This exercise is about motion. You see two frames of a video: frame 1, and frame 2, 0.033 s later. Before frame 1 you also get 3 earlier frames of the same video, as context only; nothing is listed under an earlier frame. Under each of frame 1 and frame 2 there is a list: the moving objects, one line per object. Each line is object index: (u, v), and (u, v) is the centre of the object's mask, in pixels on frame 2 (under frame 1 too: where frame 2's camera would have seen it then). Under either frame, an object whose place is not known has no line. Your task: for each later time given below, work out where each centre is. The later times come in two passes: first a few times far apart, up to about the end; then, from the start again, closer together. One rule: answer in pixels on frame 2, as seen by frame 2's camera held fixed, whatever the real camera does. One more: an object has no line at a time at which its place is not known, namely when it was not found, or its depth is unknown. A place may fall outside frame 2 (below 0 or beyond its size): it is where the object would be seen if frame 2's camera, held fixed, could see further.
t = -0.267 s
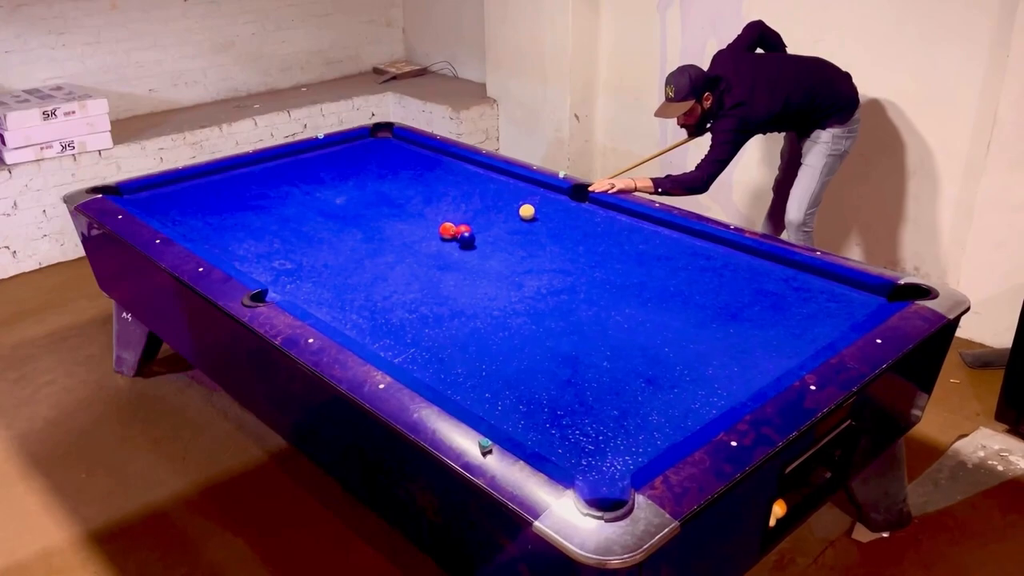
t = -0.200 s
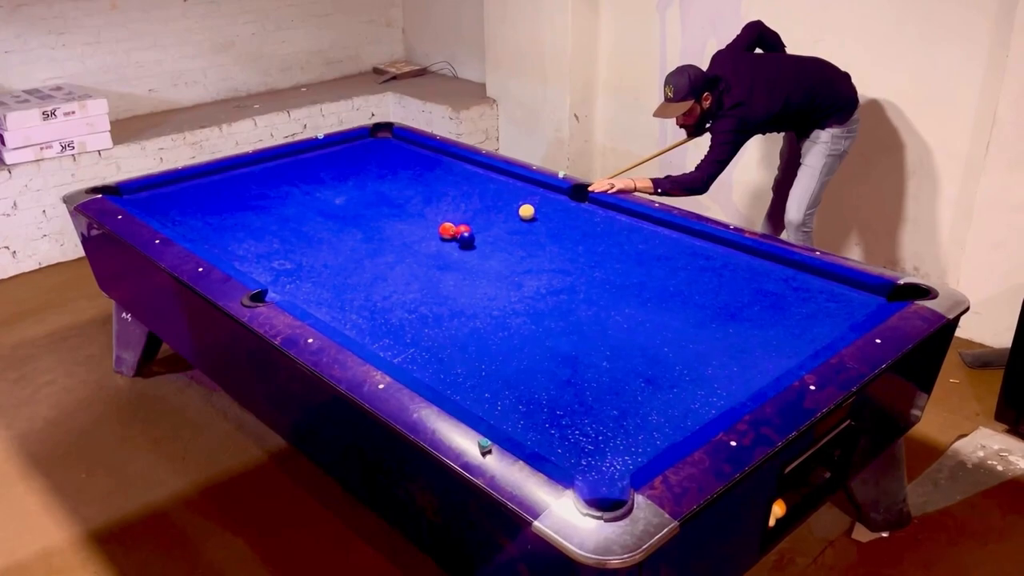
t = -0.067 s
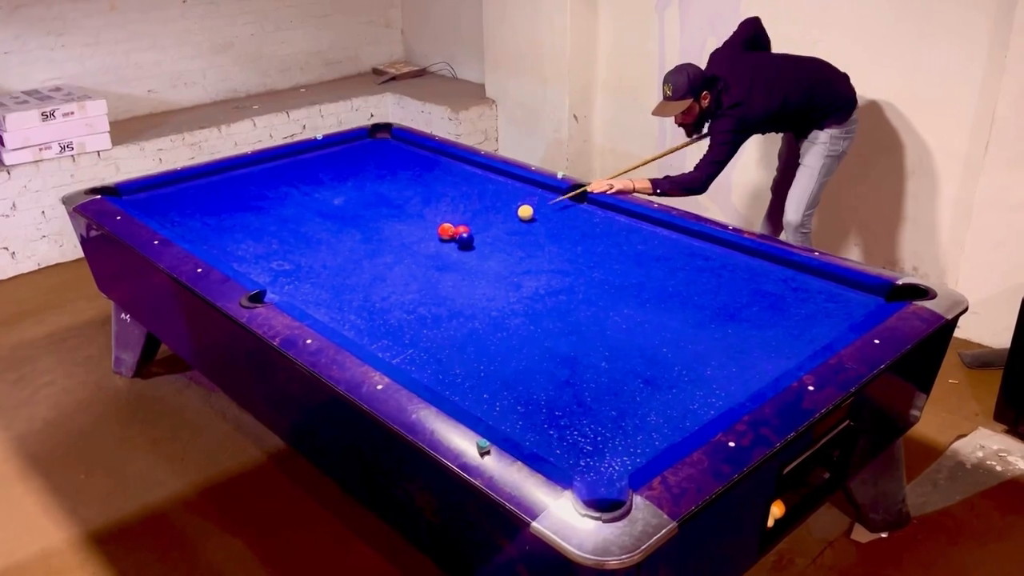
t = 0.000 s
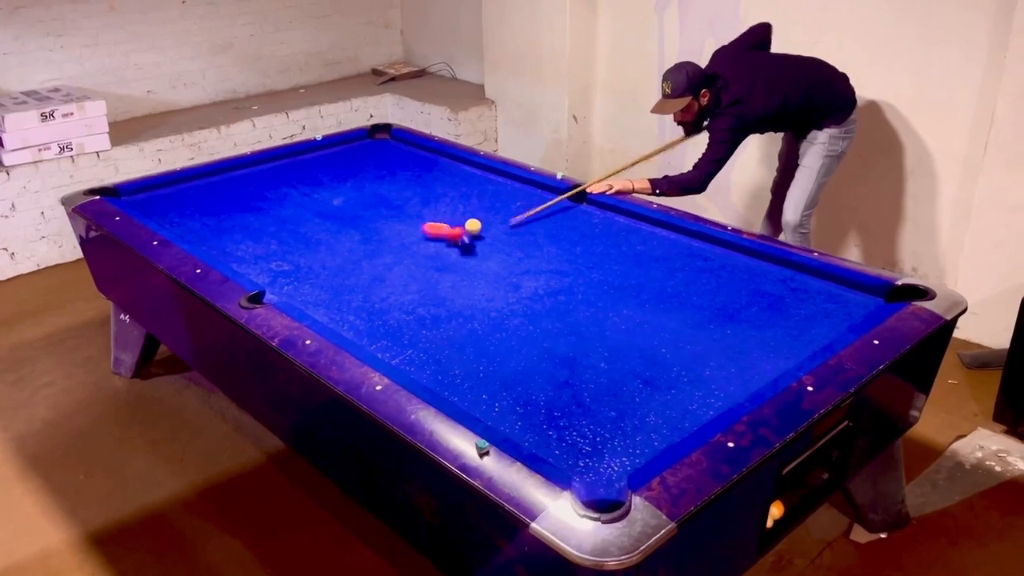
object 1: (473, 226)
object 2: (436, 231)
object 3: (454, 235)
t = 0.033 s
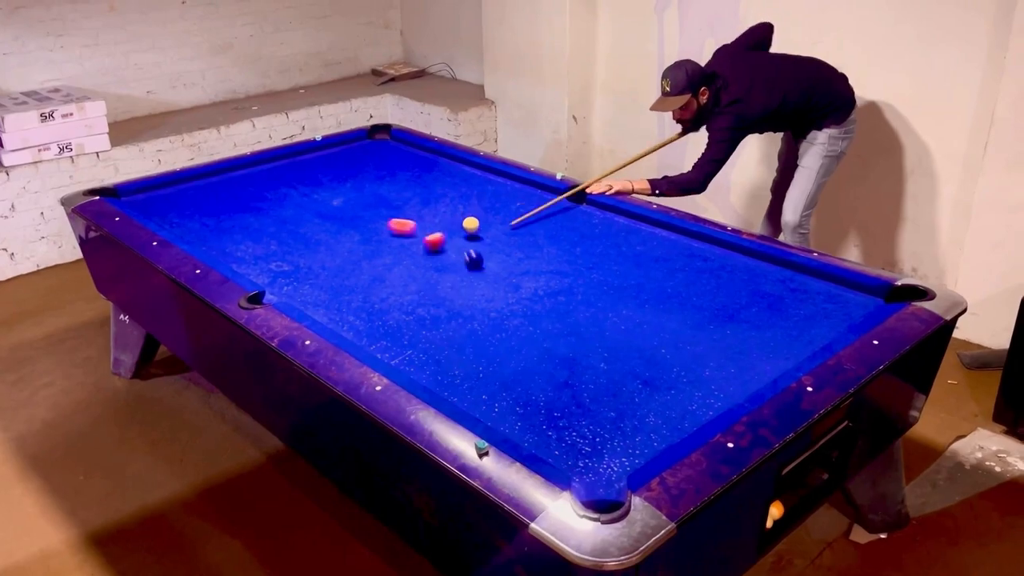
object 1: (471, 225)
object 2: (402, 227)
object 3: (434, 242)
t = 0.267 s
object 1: (468, 228)
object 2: (210, 203)
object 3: (288, 293)
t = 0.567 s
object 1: (479, 222)
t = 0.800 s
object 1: (486, 219)
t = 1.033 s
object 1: (493, 215)
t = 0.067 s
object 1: (469, 225)
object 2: (369, 223)
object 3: (413, 251)
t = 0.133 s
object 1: (467, 229)
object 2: (310, 216)
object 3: (371, 266)
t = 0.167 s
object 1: (466, 229)
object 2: (283, 212)
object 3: (350, 273)
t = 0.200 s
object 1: (467, 229)
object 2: (257, 209)
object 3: (329, 280)
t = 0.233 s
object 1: (467, 229)
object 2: (233, 206)
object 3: (308, 287)
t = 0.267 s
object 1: (468, 228)
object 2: (210, 203)
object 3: (288, 293)
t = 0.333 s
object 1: (471, 227)
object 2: (168, 198)
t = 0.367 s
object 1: (472, 226)
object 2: (148, 196)
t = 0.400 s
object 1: (473, 225)
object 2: (128, 193)
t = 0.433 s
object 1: (475, 225)
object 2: (109, 192)
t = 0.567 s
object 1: (479, 222)
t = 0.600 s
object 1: (480, 222)
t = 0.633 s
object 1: (481, 221)
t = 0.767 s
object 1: (486, 219)
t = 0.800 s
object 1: (486, 219)
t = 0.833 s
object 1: (487, 218)
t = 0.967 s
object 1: (491, 216)
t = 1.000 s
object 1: (492, 215)
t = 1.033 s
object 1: (493, 215)
